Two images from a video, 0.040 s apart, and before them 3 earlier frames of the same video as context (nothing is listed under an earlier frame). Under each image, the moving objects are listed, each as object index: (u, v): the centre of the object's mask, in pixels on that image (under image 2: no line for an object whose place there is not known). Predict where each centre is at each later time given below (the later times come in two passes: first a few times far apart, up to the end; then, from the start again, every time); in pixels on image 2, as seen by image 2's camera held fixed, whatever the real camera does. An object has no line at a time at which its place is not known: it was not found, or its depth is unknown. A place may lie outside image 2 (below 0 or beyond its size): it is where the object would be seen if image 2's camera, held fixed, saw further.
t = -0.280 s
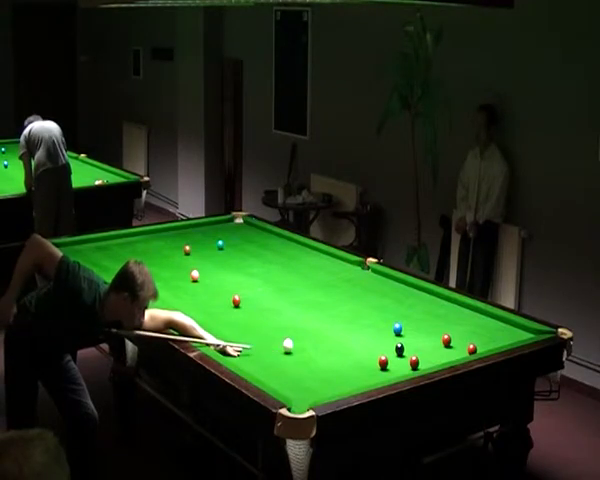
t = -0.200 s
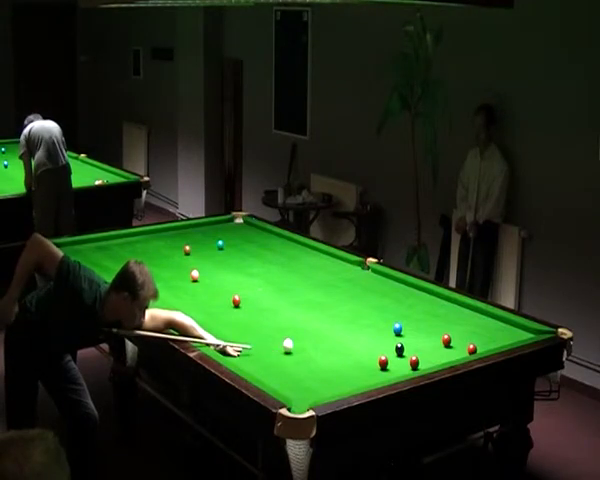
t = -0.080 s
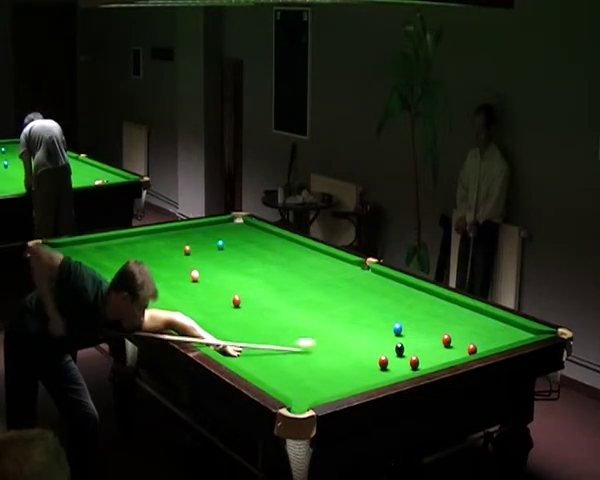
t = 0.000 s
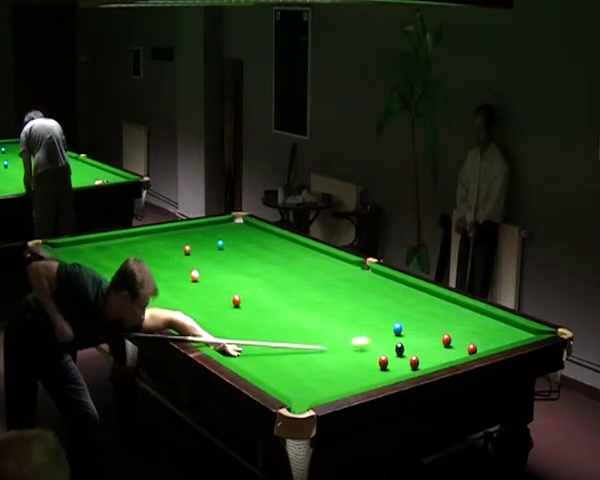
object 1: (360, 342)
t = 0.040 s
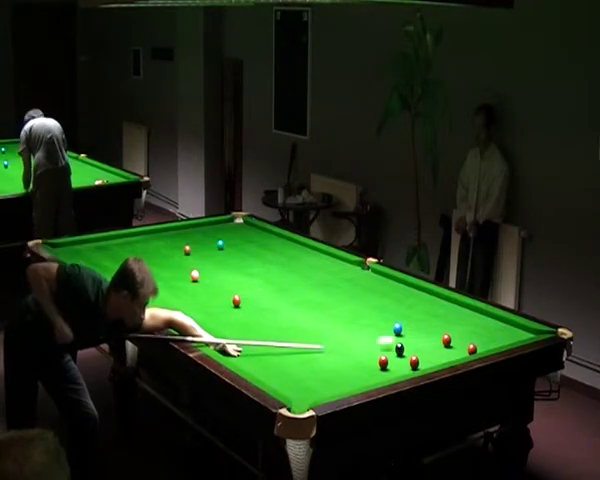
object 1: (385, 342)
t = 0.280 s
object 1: (435, 341)
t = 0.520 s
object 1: (416, 343)
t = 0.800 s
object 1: (392, 344)
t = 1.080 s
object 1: (370, 347)
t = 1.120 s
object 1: (367, 347)
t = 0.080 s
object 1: (411, 340)
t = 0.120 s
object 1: (434, 340)
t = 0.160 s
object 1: (438, 340)
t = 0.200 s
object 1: (438, 340)
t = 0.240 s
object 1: (437, 341)
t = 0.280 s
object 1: (435, 341)
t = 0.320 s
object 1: (433, 341)
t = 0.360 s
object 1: (430, 342)
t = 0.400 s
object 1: (426, 342)
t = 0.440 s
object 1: (422, 342)
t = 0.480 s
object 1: (419, 342)
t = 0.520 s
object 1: (416, 343)
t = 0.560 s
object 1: (412, 343)
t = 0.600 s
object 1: (409, 343)
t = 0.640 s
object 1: (406, 343)
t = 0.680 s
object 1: (403, 342)
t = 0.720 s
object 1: (398, 341)
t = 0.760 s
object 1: (394, 343)
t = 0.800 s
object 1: (392, 344)
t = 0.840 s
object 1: (389, 345)
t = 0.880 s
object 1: (386, 345)
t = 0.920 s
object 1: (383, 345)
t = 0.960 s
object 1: (379, 346)
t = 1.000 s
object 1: (377, 346)
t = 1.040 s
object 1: (373, 346)
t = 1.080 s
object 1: (370, 347)
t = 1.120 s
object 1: (367, 347)
